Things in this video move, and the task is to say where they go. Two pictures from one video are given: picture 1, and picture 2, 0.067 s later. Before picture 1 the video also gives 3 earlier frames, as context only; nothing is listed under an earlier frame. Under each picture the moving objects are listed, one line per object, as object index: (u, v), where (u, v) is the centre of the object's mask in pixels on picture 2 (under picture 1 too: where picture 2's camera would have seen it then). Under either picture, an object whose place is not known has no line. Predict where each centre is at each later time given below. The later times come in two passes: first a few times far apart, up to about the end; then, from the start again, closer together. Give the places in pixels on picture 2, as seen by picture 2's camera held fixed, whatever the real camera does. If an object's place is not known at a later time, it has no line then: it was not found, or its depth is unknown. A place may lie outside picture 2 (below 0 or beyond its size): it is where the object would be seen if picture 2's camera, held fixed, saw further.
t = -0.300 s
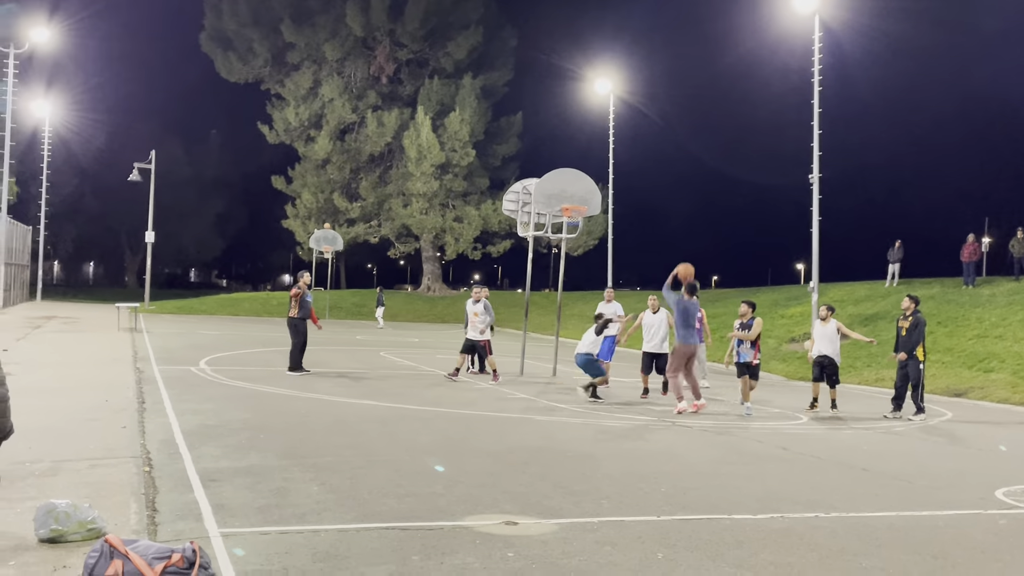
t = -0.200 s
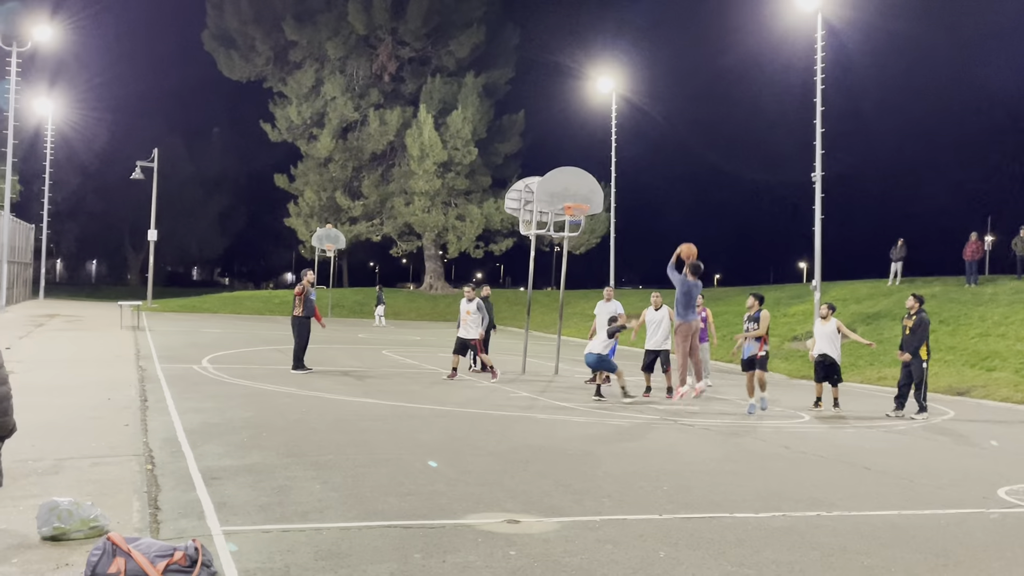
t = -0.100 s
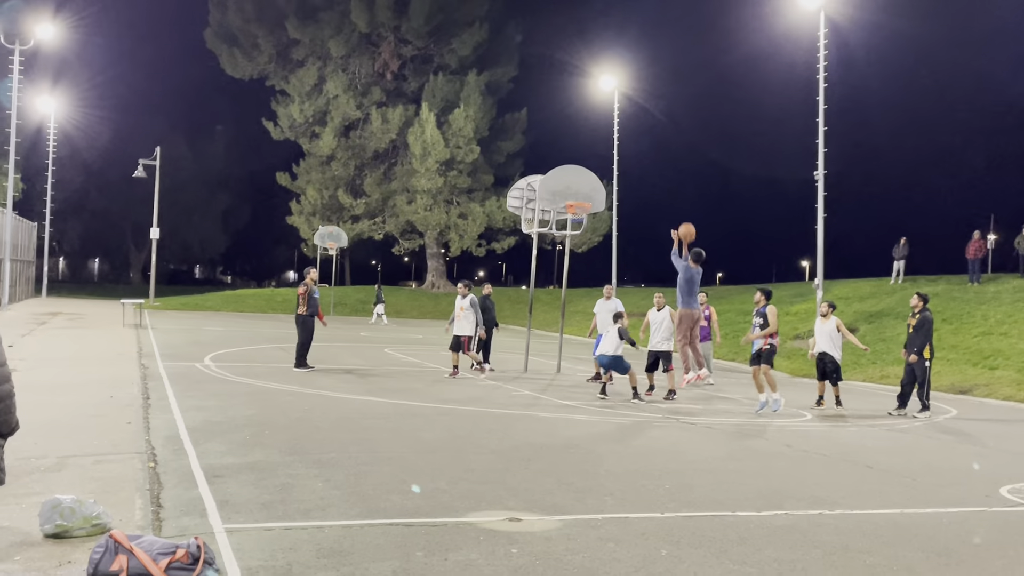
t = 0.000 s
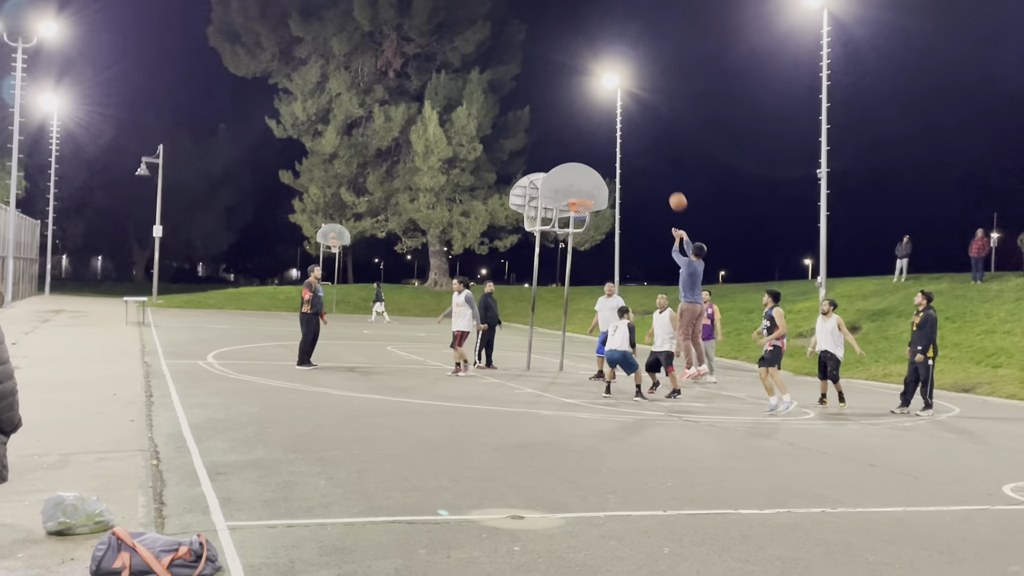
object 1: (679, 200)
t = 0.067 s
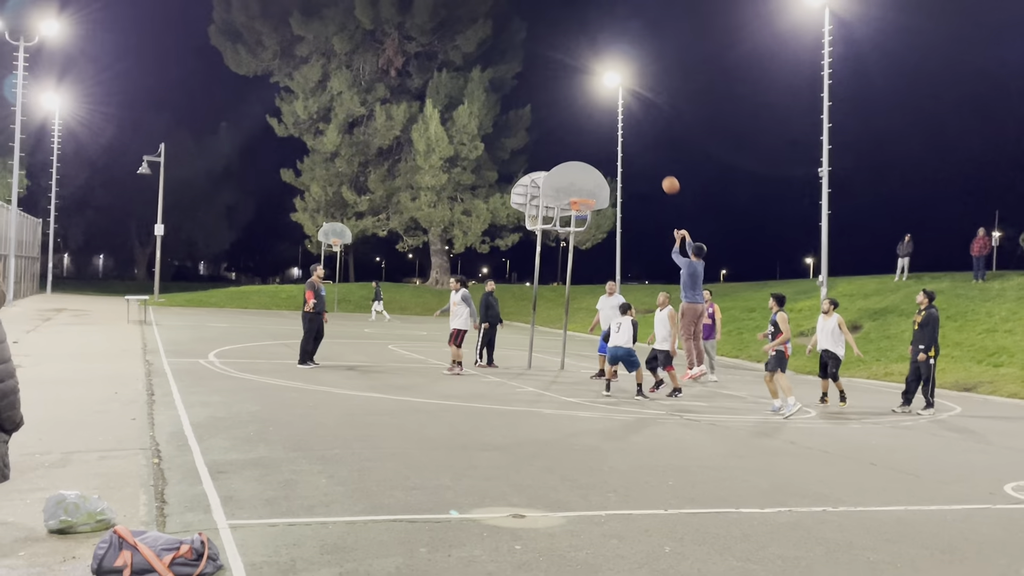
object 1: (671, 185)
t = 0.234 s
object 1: (650, 161)
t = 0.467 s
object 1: (624, 158)
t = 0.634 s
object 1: (607, 173)
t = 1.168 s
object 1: (594, 187)
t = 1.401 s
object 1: (604, 210)
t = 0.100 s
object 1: (666, 179)
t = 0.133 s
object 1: (662, 173)
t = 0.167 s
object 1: (658, 168)
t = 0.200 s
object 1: (654, 165)
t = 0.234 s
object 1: (650, 161)
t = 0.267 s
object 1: (646, 159)
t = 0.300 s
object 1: (643, 157)
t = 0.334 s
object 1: (639, 156)
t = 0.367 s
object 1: (635, 156)
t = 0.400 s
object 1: (631, 156)
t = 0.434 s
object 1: (628, 157)
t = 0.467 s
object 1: (624, 158)
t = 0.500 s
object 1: (621, 160)
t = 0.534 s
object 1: (617, 163)
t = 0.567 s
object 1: (613, 166)
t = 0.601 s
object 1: (610, 169)
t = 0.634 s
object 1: (607, 173)
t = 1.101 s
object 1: (592, 185)
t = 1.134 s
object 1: (593, 186)
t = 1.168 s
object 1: (594, 187)
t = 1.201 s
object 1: (595, 189)
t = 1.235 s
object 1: (596, 192)
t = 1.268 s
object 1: (597, 195)
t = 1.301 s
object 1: (599, 198)
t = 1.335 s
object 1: (600, 201)
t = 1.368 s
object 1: (602, 205)
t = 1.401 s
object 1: (604, 210)
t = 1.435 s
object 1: (605, 214)
